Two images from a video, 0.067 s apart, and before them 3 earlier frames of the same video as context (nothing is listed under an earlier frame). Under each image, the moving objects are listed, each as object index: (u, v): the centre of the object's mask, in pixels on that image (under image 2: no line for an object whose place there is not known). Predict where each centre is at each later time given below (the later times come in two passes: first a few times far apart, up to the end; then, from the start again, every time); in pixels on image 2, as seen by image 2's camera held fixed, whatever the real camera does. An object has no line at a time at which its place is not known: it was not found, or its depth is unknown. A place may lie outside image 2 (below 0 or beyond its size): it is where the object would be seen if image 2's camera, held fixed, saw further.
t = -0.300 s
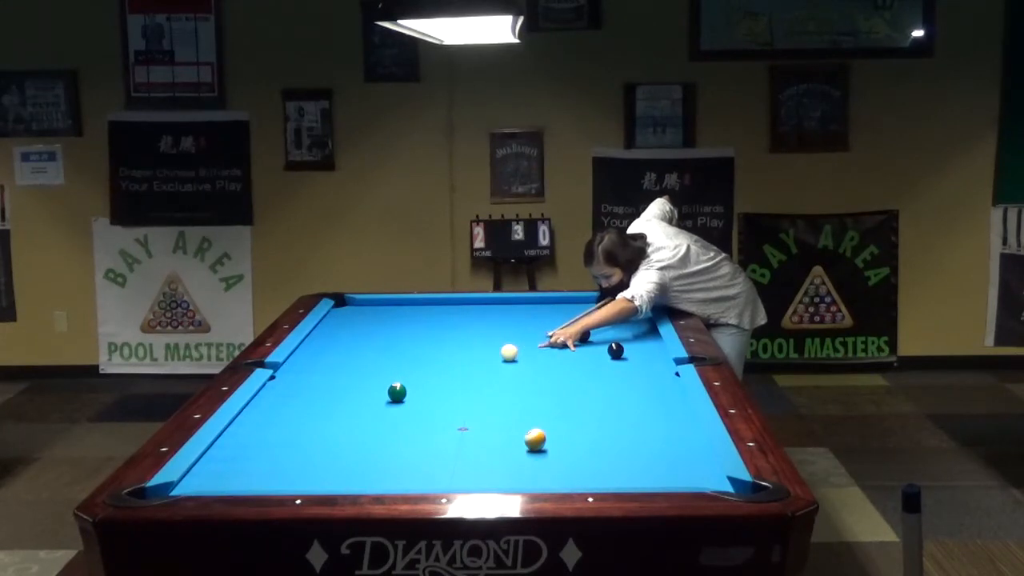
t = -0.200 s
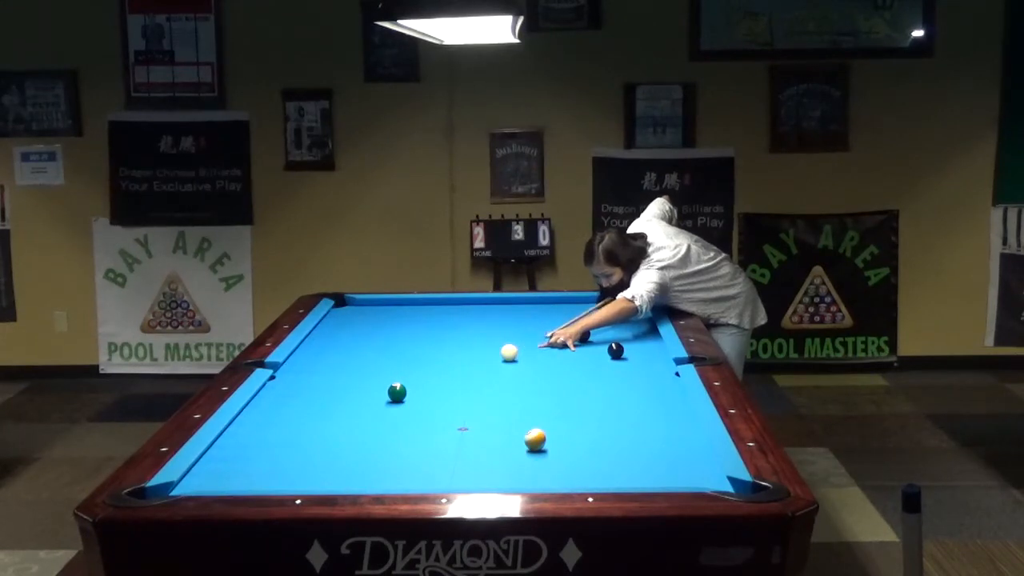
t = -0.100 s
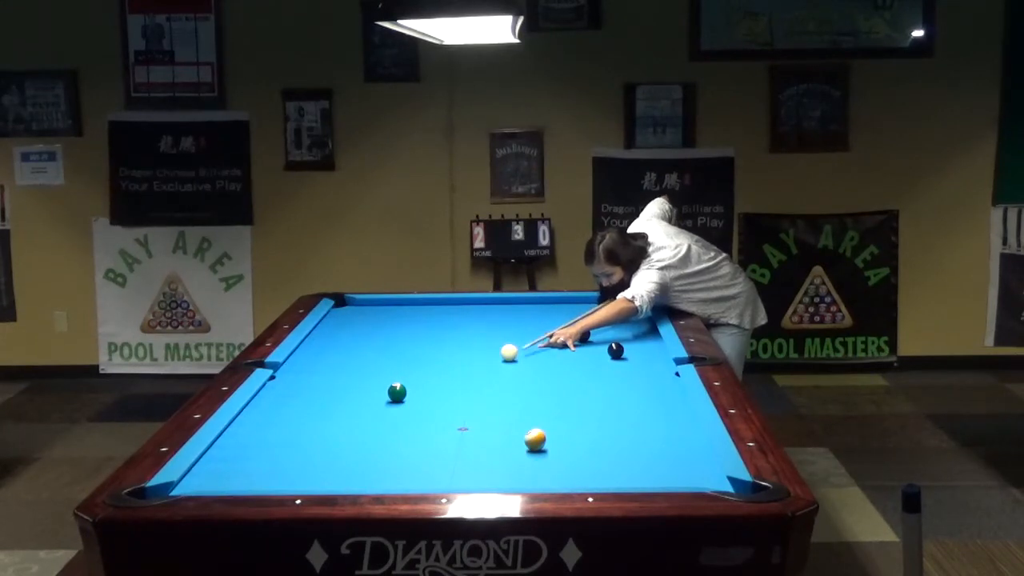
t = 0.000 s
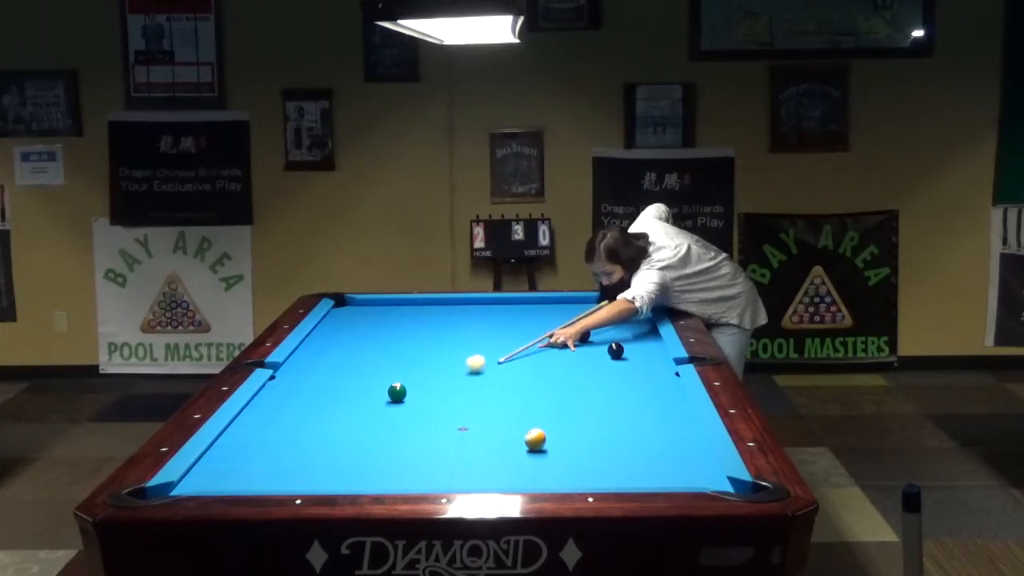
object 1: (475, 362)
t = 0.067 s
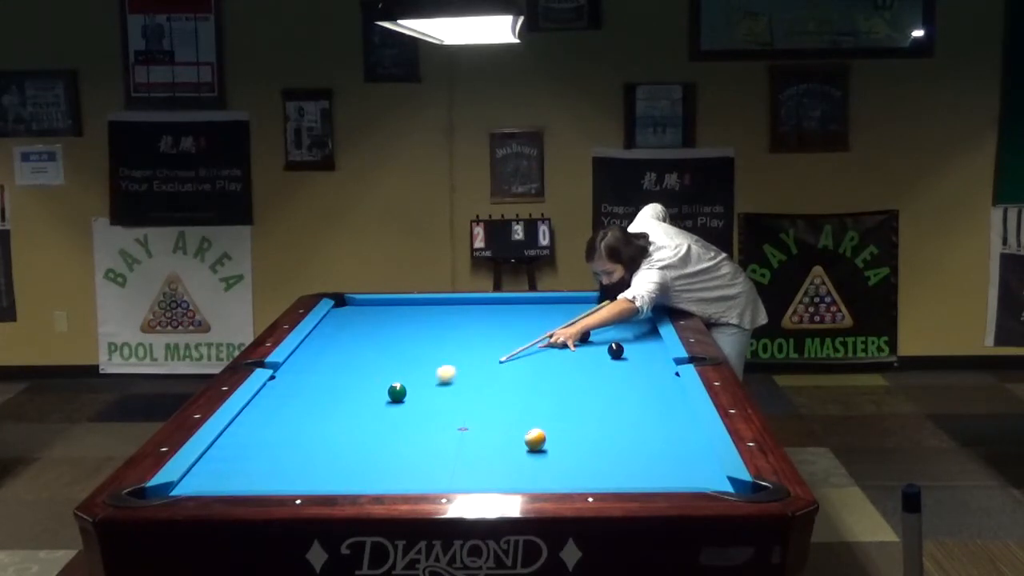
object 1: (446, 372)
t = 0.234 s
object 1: (402, 386)
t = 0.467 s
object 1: (391, 385)
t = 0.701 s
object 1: (381, 383)
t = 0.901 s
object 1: (373, 382)
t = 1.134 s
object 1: (365, 381)
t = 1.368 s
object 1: (358, 379)
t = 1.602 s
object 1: (352, 379)
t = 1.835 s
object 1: (347, 378)
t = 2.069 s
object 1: (342, 378)
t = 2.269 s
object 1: (340, 377)
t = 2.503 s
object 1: (338, 377)
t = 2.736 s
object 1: (336, 377)
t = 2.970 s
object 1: (336, 377)
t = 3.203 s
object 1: (336, 376)
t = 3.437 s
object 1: (336, 377)
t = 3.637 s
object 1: (336, 377)
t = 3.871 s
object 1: (336, 376)
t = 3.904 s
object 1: (336, 377)
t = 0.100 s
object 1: (431, 378)
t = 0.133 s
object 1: (416, 382)
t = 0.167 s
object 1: (407, 386)
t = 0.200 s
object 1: (403, 387)
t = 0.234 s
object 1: (402, 386)
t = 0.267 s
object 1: (400, 386)
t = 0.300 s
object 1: (399, 386)
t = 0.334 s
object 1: (397, 386)
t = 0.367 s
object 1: (395, 385)
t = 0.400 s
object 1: (394, 385)
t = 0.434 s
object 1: (392, 385)
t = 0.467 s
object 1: (391, 385)
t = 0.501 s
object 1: (389, 384)
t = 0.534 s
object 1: (388, 384)
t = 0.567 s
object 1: (386, 384)
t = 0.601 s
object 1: (385, 384)
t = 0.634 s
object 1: (383, 383)
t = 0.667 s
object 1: (382, 383)
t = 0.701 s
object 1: (381, 383)
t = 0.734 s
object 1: (379, 383)
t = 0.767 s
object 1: (378, 383)
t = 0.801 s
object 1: (377, 383)
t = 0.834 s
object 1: (375, 382)
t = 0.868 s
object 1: (374, 382)
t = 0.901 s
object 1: (373, 382)
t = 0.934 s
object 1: (372, 382)
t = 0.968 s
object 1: (370, 382)
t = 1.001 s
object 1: (370, 381)
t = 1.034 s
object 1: (368, 381)
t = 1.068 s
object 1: (367, 381)
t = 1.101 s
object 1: (366, 381)
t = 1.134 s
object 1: (365, 381)
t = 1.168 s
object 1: (364, 380)
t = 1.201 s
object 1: (363, 380)
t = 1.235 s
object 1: (362, 380)
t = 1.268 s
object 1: (361, 380)
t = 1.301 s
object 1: (360, 380)
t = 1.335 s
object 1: (359, 380)
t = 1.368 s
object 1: (358, 379)
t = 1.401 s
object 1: (357, 379)
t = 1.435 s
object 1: (356, 379)
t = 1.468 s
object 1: (355, 379)
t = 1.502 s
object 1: (354, 379)
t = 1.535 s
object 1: (354, 379)
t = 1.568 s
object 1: (353, 379)
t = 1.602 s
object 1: (352, 379)
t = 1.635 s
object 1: (351, 379)
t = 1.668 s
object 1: (350, 379)
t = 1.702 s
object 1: (349, 379)
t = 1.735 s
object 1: (349, 378)
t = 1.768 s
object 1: (348, 378)
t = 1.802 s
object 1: (348, 378)
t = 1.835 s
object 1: (347, 378)
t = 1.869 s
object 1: (346, 378)
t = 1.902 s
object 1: (346, 378)
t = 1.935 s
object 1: (345, 378)
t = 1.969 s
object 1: (344, 378)
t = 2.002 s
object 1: (344, 378)
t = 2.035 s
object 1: (343, 378)
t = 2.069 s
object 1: (342, 378)
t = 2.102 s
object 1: (342, 378)
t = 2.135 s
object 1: (342, 377)
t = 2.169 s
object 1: (341, 377)
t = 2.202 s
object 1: (341, 377)
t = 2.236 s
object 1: (340, 377)
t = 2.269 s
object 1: (340, 377)
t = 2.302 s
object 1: (340, 377)
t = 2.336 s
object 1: (340, 377)
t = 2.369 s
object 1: (339, 377)
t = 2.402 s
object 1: (339, 377)
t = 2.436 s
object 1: (339, 377)
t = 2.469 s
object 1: (338, 377)
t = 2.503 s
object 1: (338, 377)
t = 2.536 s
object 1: (338, 377)
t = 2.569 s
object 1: (338, 377)
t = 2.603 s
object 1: (337, 377)
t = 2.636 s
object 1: (337, 377)
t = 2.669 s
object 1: (337, 377)
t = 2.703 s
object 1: (337, 377)
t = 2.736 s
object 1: (336, 377)
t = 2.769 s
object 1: (336, 377)
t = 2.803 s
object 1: (336, 377)
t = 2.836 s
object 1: (336, 377)
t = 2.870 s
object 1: (336, 377)
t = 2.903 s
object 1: (336, 377)
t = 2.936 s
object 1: (336, 377)
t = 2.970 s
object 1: (336, 377)
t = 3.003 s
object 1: (336, 377)
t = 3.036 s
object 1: (336, 377)
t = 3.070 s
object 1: (336, 377)
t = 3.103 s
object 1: (336, 376)
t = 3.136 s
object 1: (336, 377)
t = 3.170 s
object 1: (336, 377)
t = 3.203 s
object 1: (336, 376)
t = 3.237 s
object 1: (336, 376)
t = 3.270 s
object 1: (336, 376)
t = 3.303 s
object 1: (336, 376)
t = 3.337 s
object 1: (336, 376)
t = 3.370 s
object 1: (336, 376)
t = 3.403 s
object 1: (336, 376)
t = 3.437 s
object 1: (336, 377)
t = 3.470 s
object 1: (336, 376)
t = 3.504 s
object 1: (336, 377)
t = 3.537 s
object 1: (336, 377)
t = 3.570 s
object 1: (336, 376)
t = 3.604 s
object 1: (336, 377)
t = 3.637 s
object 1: (336, 377)
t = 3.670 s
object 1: (336, 377)
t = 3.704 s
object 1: (336, 377)
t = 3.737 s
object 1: (336, 377)
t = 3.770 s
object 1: (336, 377)
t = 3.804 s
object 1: (336, 376)
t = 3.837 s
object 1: (336, 376)
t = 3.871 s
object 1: (336, 376)
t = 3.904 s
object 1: (336, 377)
